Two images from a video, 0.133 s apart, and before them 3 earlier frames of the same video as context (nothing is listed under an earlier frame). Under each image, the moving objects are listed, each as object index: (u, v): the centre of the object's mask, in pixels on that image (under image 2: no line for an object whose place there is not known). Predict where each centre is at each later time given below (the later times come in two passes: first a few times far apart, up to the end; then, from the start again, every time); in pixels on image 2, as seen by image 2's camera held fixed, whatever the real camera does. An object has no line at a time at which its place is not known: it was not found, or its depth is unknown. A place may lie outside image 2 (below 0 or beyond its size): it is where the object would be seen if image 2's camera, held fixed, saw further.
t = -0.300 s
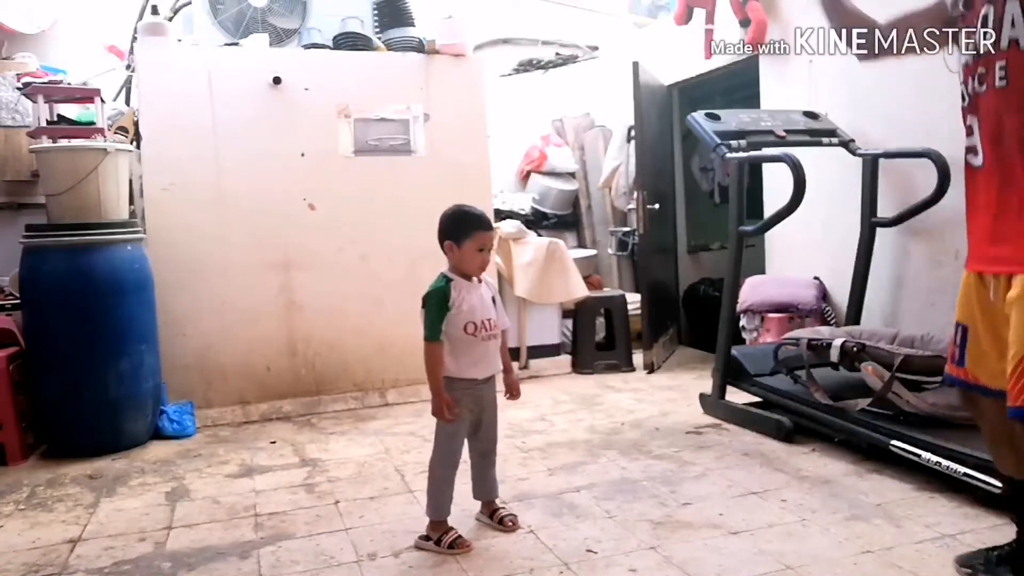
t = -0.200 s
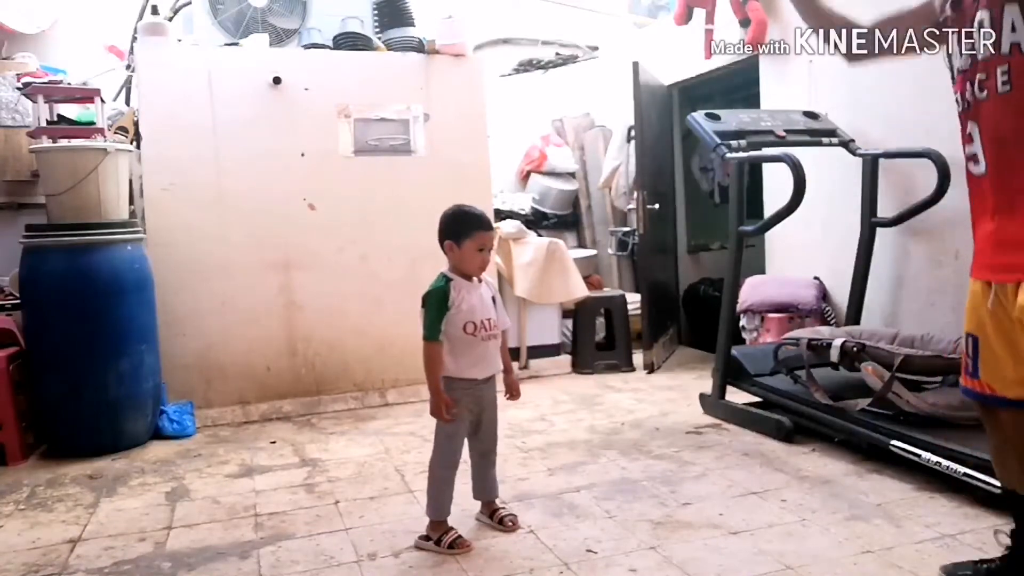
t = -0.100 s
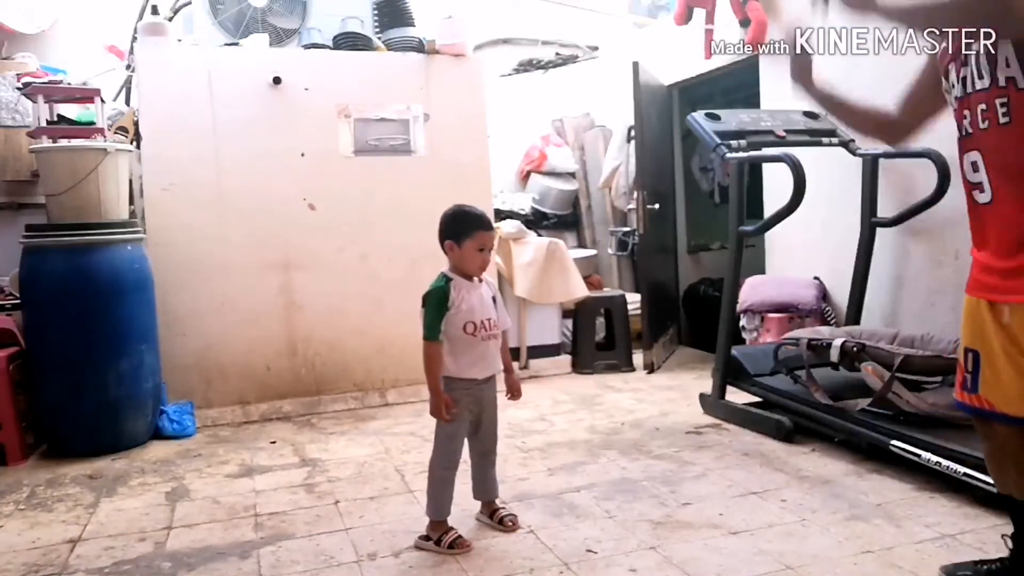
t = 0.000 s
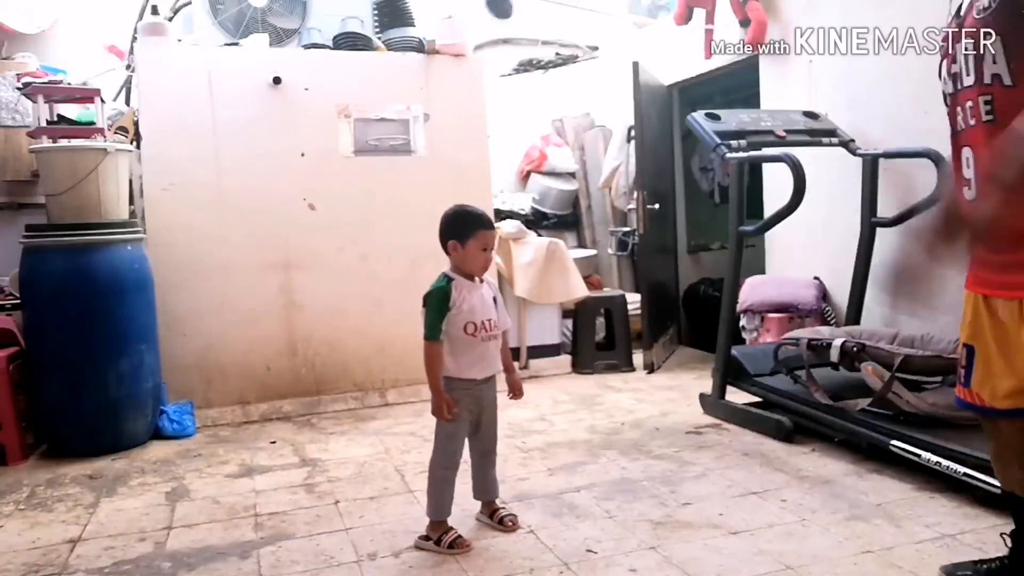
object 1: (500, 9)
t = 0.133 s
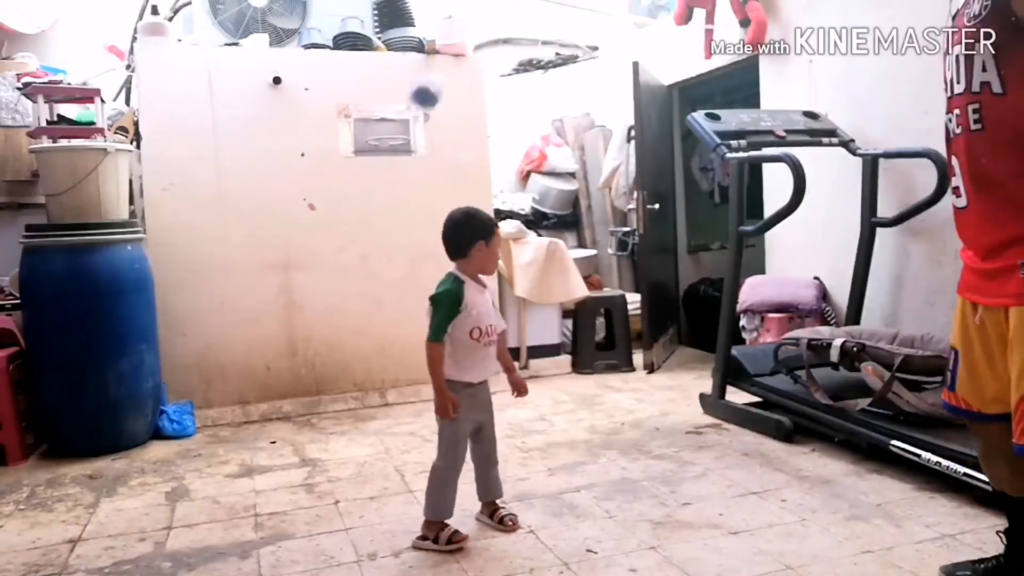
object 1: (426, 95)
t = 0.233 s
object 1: (383, 170)
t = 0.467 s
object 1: (382, 339)
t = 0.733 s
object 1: (393, 375)
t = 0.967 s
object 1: (415, 436)
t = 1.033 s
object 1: (424, 491)
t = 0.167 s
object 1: (410, 122)
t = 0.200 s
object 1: (396, 146)
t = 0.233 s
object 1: (383, 170)
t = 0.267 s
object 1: (375, 195)
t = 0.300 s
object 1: (376, 211)
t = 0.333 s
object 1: (376, 231)
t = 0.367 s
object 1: (378, 253)
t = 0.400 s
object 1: (379, 280)
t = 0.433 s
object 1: (380, 305)
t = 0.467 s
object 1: (382, 339)
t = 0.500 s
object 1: (383, 376)
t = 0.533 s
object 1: (385, 415)
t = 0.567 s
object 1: (387, 418)
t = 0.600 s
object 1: (388, 404)
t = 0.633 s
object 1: (390, 393)
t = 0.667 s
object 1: (391, 385)
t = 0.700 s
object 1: (392, 378)
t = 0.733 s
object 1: (393, 375)
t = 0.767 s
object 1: (396, 374)
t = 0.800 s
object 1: (399, 375)
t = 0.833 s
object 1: (400, 380)
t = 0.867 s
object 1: (404, 388)
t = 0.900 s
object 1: (407, 400)
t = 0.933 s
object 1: (411, 416)
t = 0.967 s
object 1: (415, 436)
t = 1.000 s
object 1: (420, 461)
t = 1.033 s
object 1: (424, 491)
